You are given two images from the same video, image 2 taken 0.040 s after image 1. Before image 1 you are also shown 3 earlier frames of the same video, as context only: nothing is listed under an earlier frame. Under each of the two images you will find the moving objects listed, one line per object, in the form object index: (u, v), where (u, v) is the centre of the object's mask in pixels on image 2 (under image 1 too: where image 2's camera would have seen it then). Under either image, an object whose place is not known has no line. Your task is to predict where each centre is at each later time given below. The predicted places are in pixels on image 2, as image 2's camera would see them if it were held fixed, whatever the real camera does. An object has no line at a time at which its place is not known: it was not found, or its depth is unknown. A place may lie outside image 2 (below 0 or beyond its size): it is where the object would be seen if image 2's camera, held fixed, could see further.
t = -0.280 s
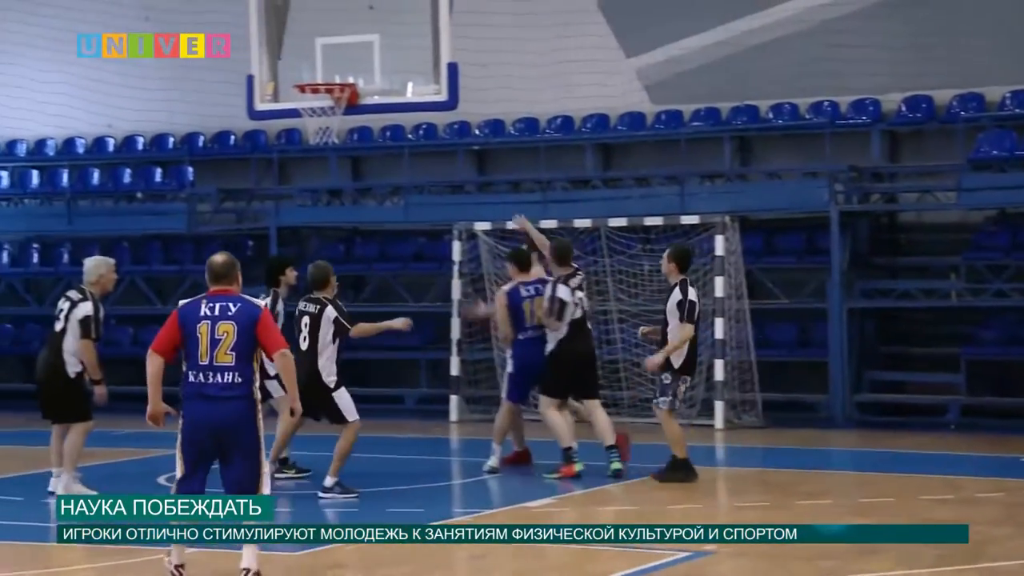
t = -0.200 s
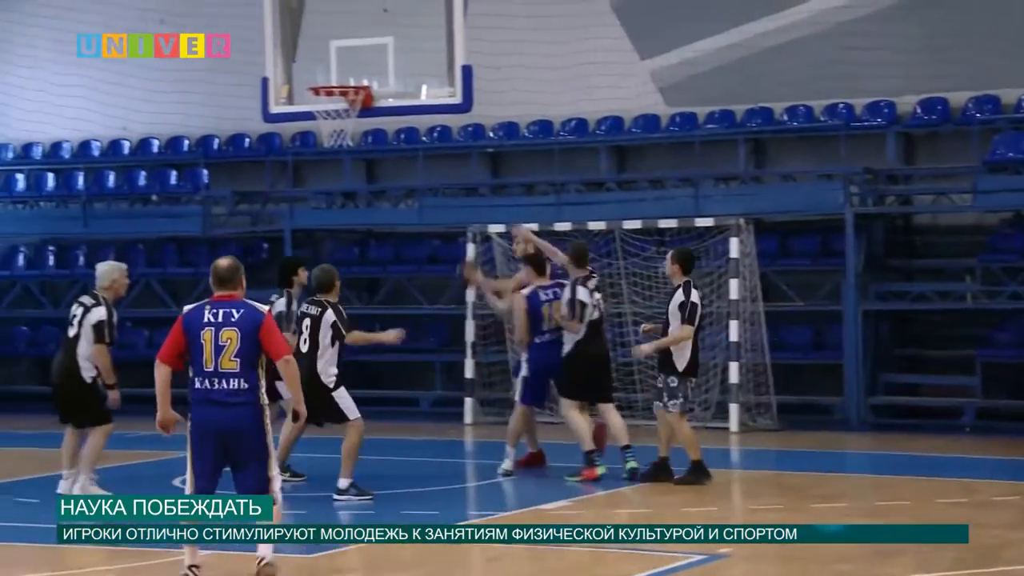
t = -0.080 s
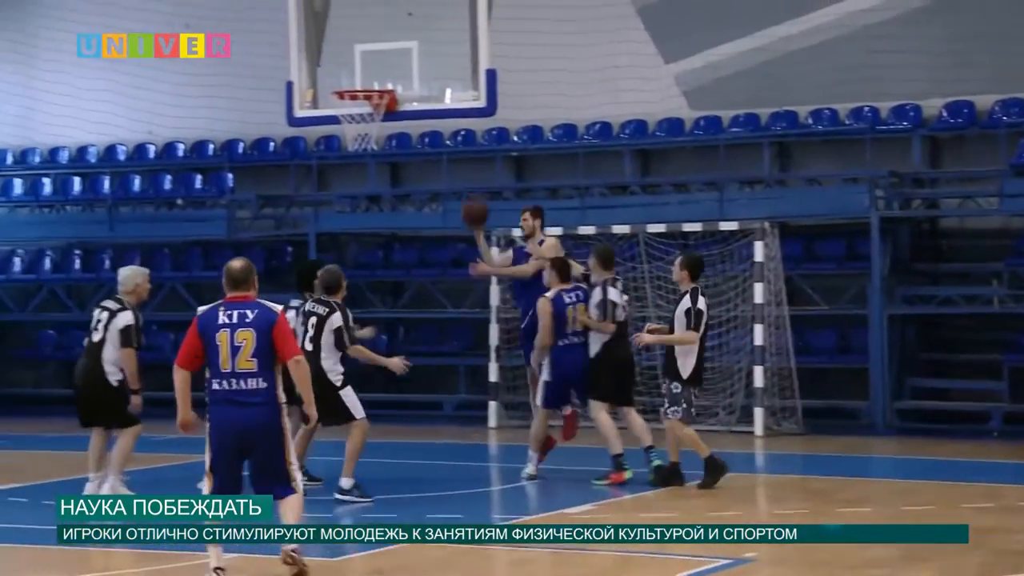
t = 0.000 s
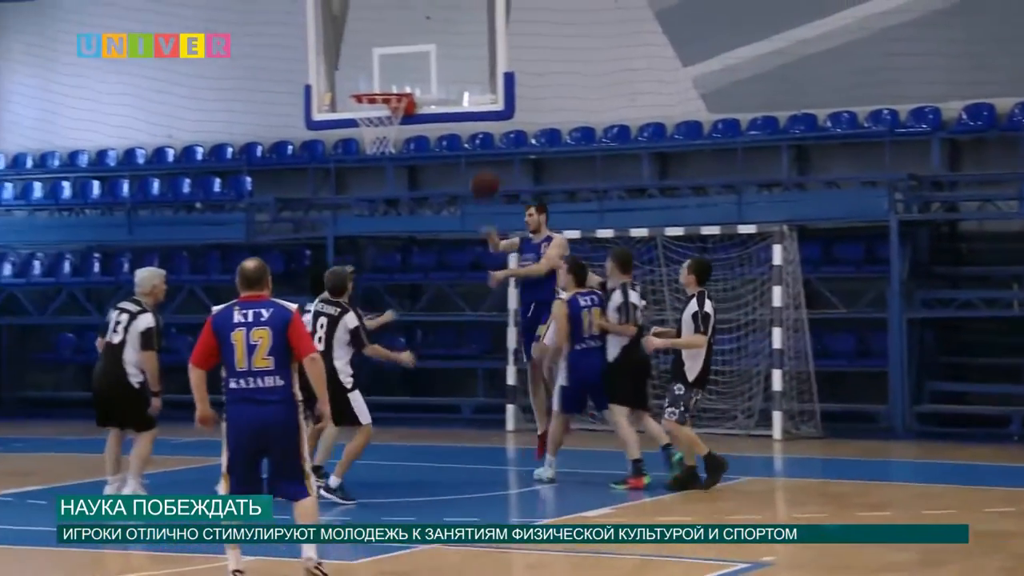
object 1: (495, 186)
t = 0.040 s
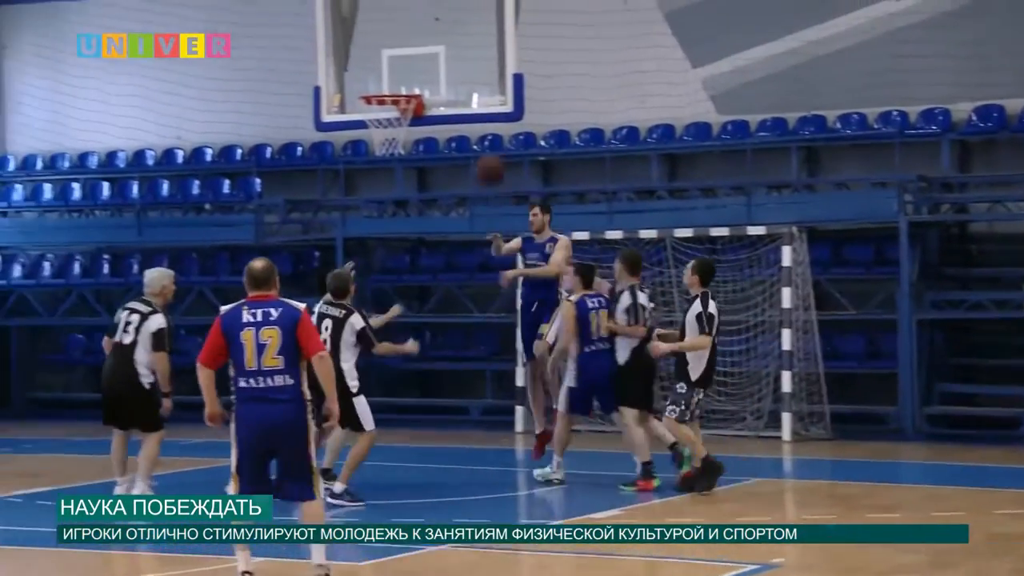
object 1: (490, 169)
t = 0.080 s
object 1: (486, 157)
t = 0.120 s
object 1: (481, 147)
